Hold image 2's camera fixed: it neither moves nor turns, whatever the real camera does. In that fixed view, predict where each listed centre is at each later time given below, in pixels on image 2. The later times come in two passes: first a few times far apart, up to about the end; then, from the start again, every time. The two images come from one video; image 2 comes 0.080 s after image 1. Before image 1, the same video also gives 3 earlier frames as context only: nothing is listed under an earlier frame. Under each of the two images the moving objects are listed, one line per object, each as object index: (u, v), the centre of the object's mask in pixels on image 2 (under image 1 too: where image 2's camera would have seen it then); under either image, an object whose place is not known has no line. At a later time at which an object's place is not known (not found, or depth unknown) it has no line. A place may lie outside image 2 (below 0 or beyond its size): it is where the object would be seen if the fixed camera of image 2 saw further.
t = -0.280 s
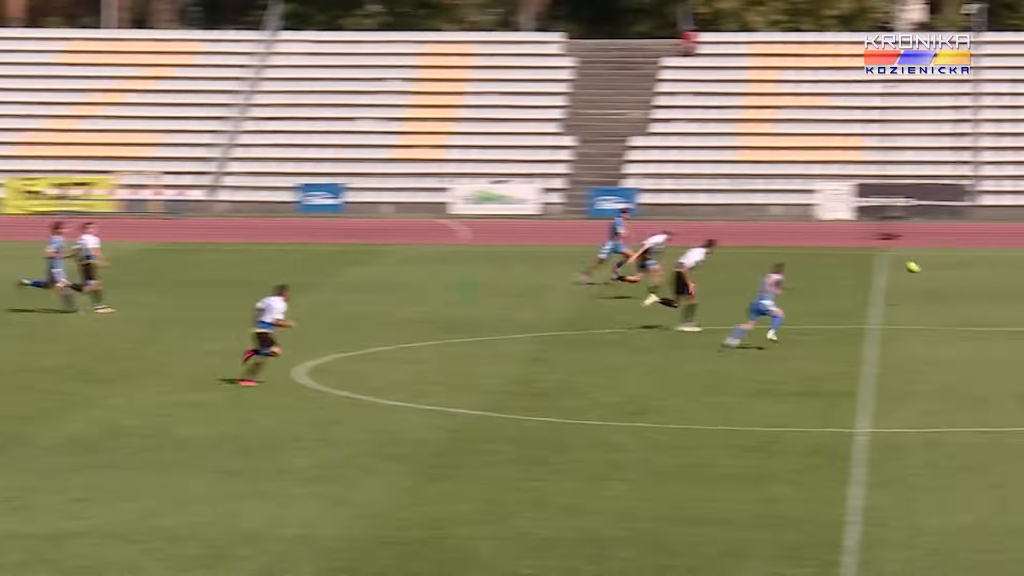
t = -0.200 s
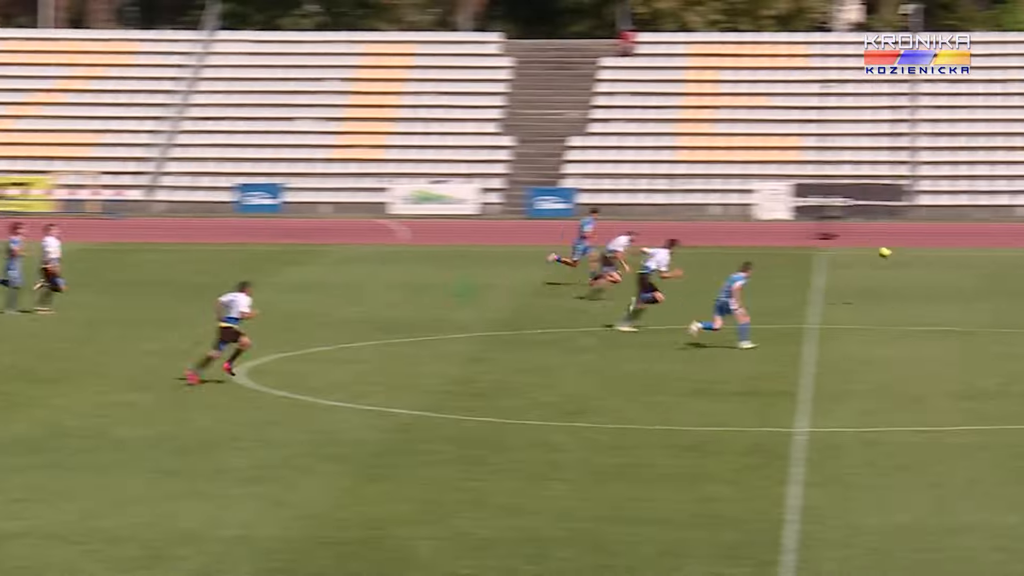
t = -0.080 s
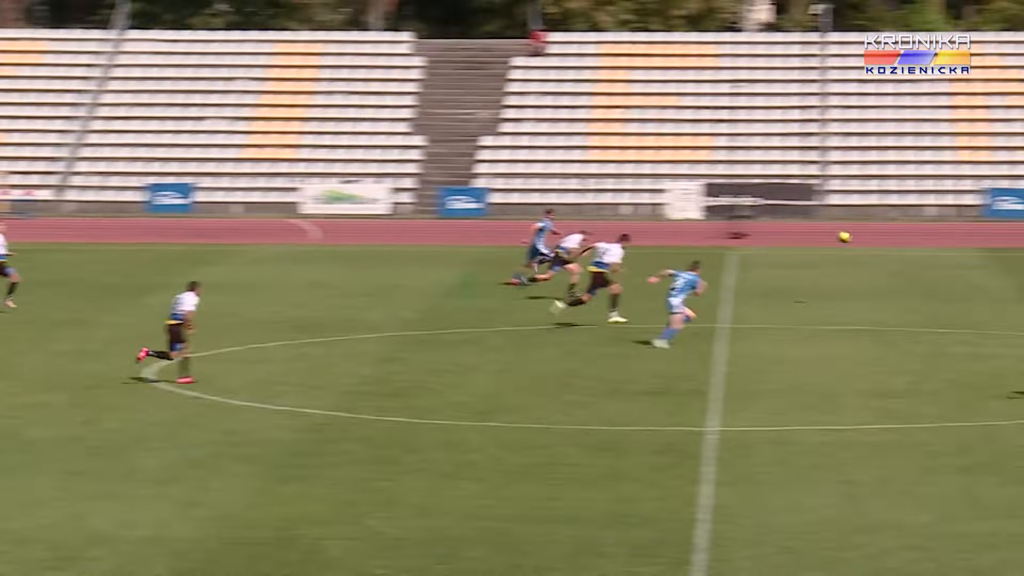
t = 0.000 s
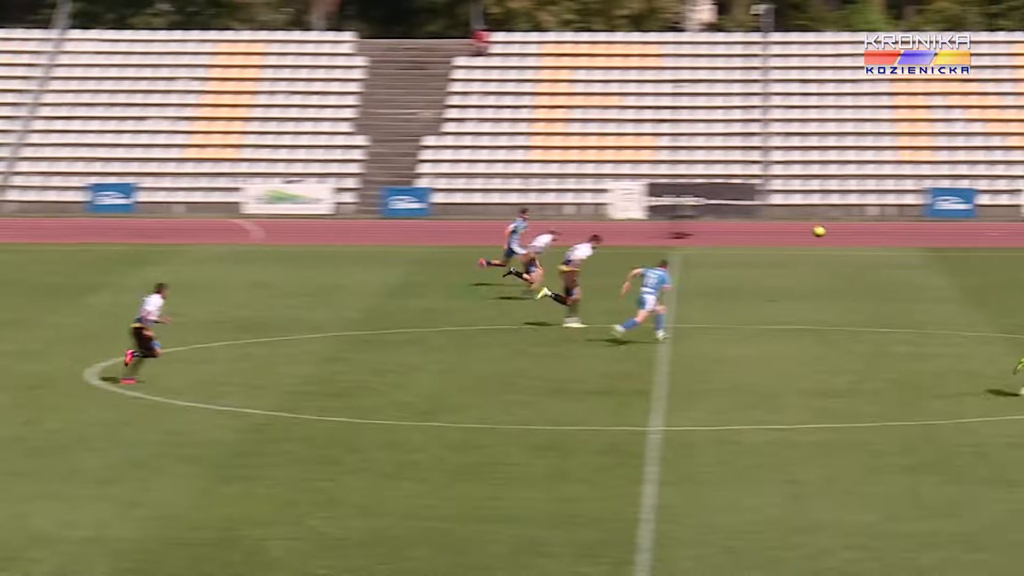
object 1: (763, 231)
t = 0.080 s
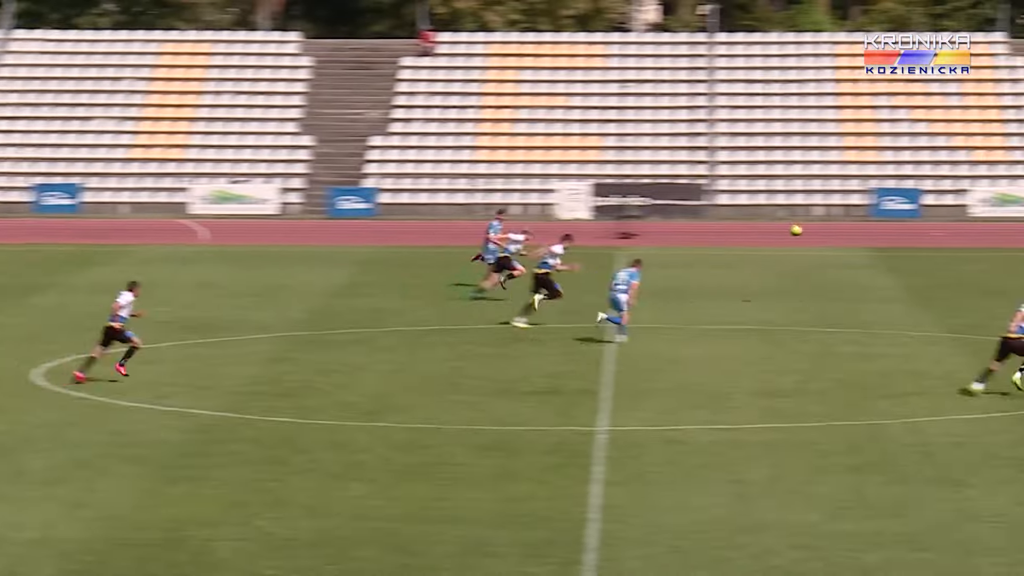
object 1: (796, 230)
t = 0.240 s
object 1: (861, 237)
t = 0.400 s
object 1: (924, 261)
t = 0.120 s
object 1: (812, 231)
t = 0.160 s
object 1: (828, 232)
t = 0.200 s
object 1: (844, 235)
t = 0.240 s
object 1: (861, 237)
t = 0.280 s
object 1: (876, 242)
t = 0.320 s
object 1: (893, 247)
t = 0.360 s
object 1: (908, 253)
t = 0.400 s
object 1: (924, 261)
